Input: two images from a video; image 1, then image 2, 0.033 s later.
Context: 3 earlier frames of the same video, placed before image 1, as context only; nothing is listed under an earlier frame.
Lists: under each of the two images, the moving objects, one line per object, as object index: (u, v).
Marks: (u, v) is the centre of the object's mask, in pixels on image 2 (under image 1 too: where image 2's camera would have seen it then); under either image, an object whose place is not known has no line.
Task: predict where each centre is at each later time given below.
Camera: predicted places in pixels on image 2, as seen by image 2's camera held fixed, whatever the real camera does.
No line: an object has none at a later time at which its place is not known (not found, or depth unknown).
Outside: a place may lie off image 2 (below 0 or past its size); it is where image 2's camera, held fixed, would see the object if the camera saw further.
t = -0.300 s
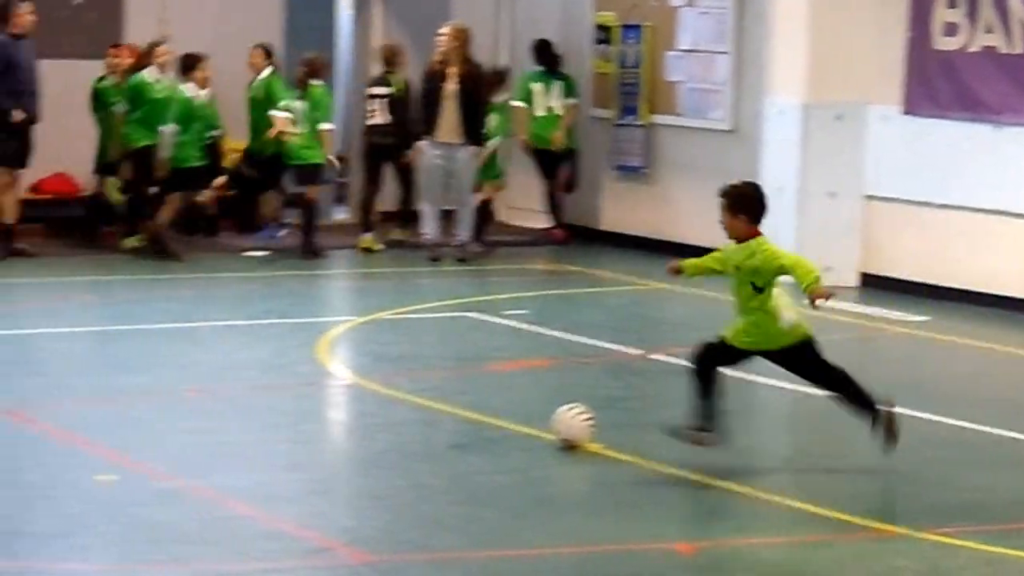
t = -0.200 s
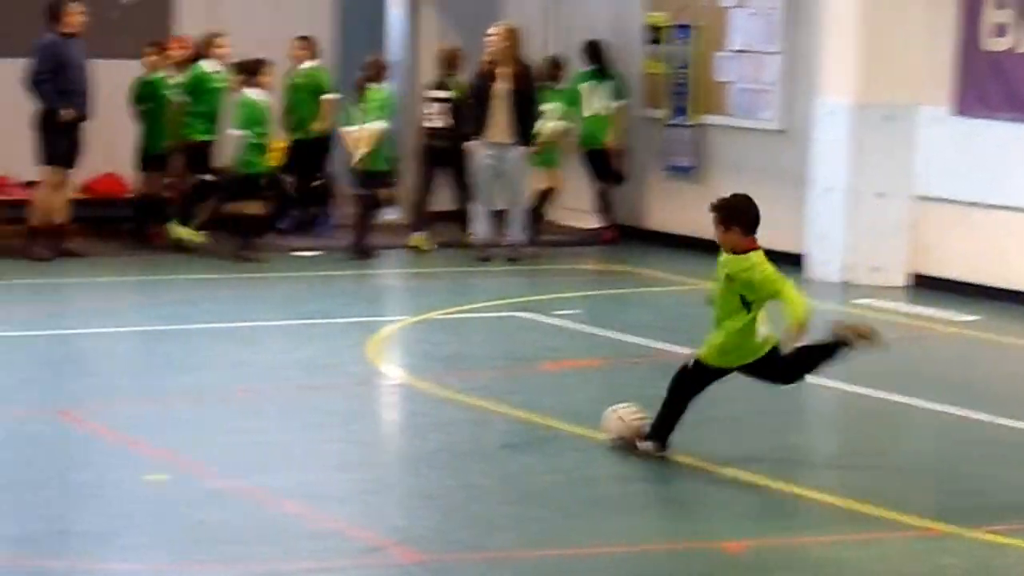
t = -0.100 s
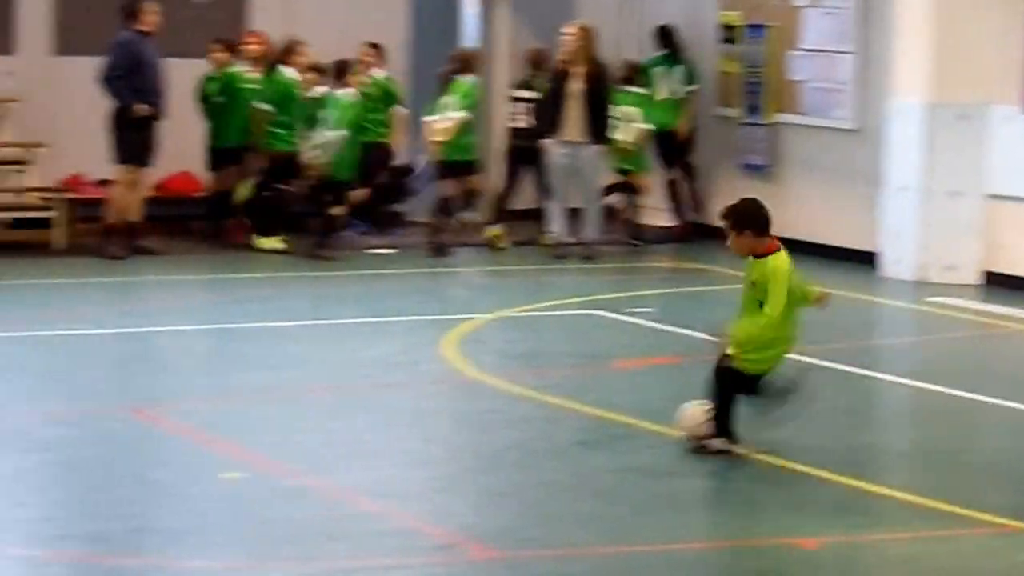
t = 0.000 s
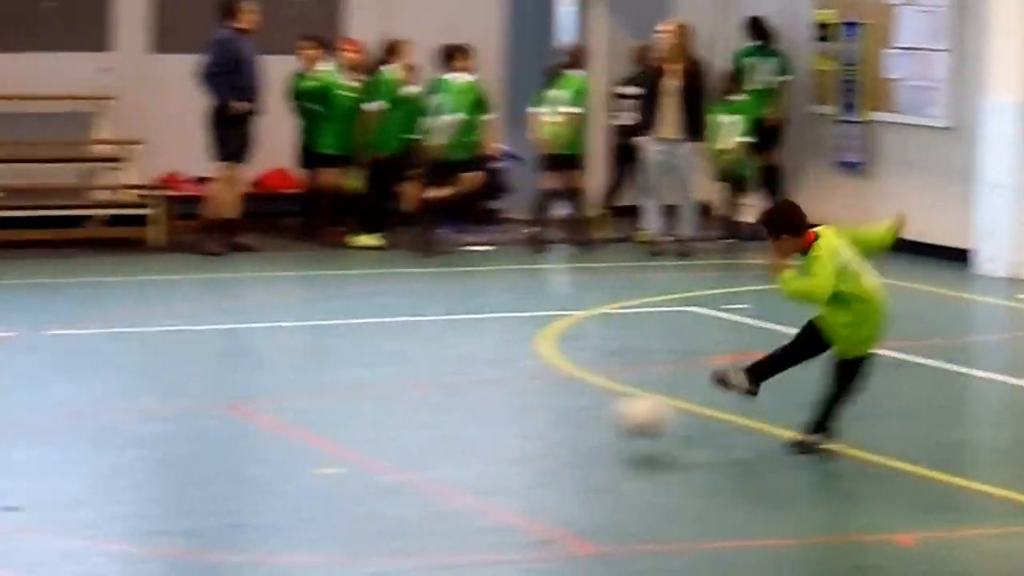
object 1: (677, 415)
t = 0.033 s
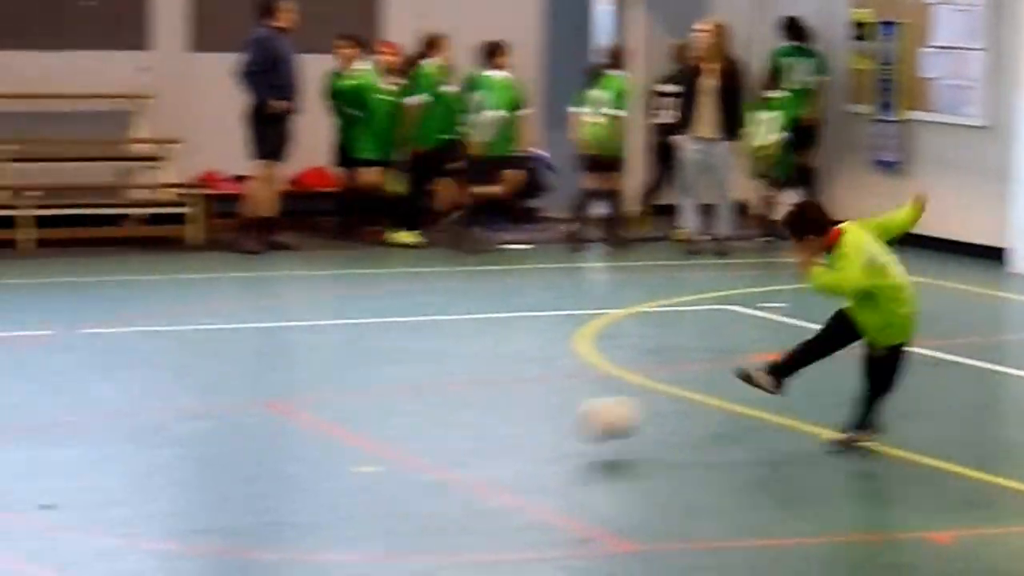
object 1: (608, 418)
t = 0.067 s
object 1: (537, 424)
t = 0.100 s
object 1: (465, 433)
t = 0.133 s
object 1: (394, 446)
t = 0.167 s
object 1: (324, 450)
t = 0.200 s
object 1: (253, 454)
